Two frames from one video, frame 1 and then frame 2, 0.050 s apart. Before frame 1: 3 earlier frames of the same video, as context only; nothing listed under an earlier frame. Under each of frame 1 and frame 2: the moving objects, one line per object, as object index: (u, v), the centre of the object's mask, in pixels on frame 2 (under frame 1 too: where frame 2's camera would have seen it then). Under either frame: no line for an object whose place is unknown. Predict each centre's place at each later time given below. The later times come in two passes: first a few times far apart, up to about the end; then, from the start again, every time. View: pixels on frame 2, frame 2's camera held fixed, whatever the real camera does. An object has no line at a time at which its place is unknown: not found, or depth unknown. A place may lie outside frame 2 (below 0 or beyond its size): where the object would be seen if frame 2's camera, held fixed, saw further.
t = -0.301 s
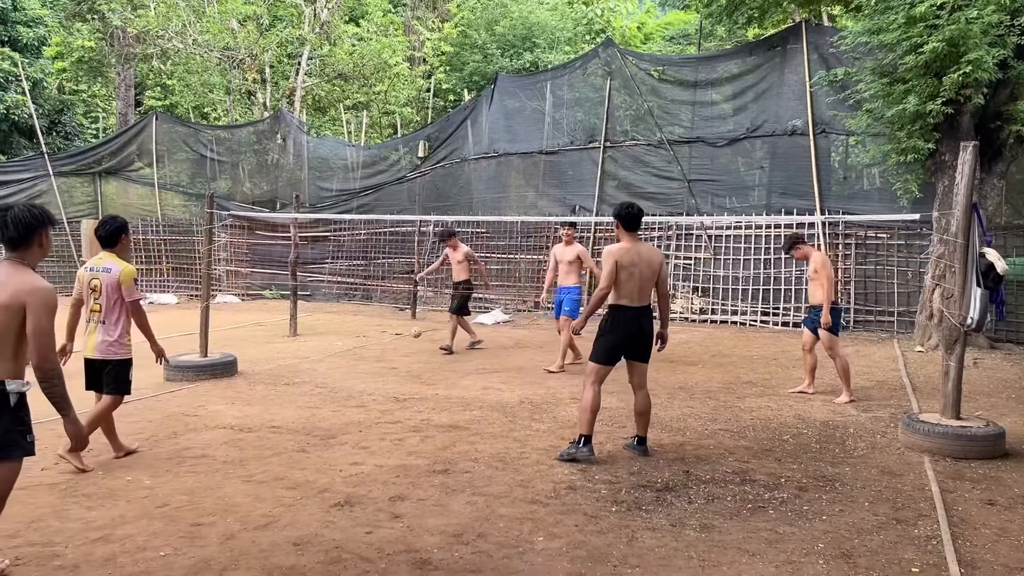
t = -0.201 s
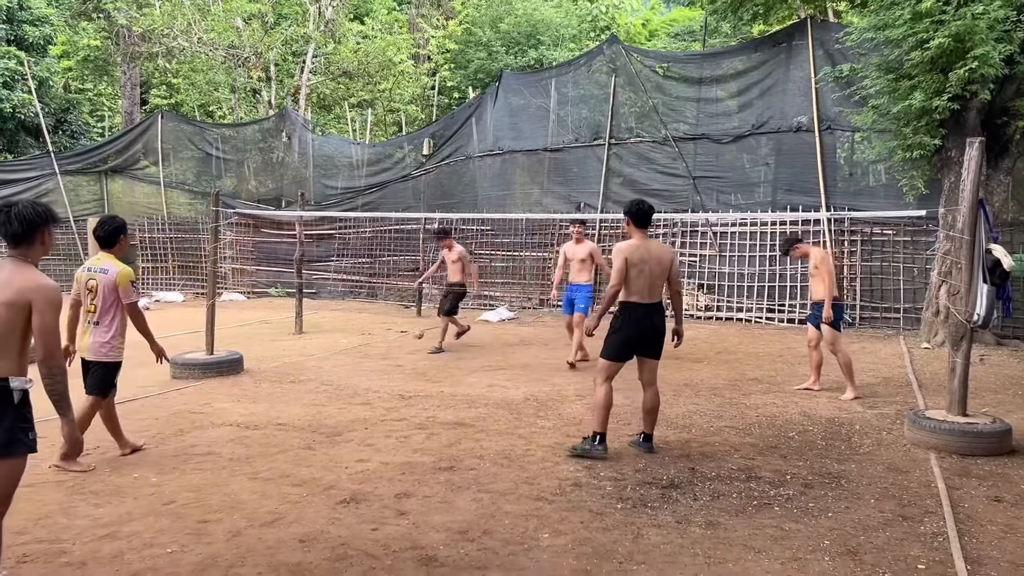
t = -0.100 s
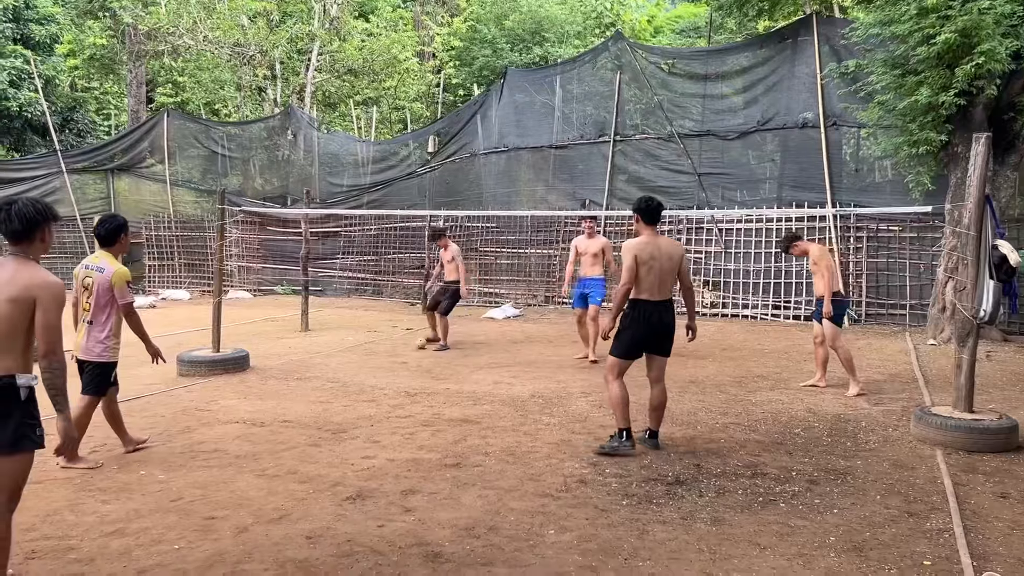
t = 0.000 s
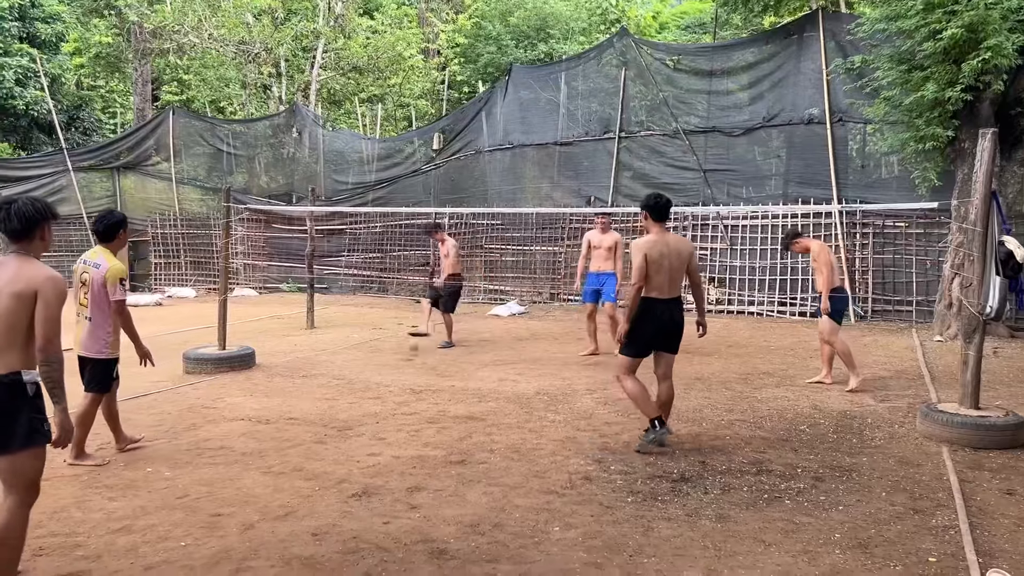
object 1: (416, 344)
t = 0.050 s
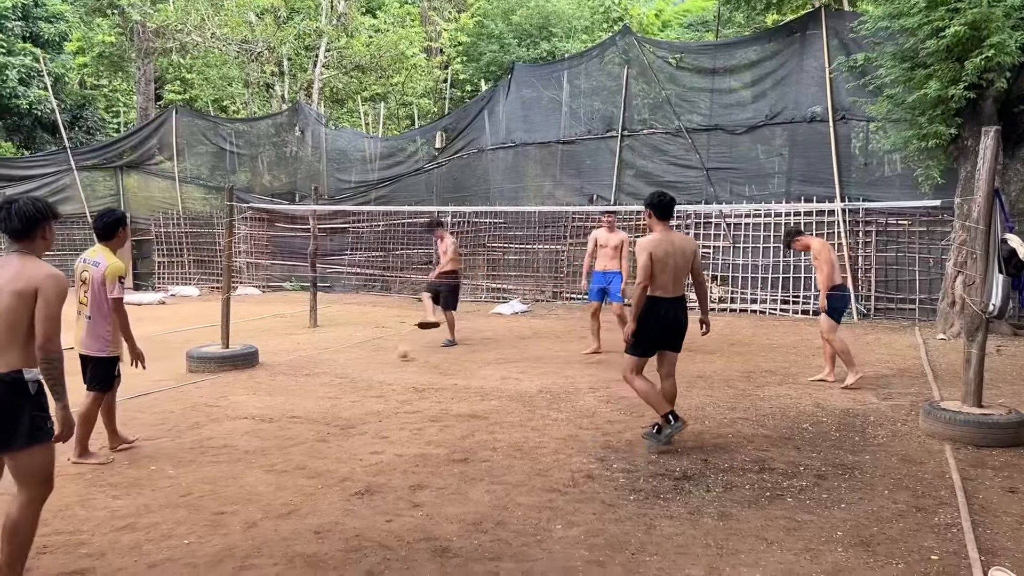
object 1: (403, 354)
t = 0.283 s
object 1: (345, 388)
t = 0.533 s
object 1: (270, 428)
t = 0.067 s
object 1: (399, 357)
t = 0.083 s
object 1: (396, 361)
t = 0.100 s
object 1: (392, 364)
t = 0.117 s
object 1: (388, 366)
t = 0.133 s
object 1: (384, 368)
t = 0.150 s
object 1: (379, 369)
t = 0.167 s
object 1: (375, 371)
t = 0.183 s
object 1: (371, 372)
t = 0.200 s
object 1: (367, 373)
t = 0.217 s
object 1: (363, 376)
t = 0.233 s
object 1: (358, 378)
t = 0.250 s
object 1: (354, 381)
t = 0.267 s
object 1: (350, 384)
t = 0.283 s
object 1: (345, 388)
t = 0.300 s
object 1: (340, 390)
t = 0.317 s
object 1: (335, 394)
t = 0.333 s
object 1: (332, 396)
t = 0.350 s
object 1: (326, 397)
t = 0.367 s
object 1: (321, 399)
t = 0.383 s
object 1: (317, 401)
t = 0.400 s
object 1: (312, 405)
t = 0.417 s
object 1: (306, 409)
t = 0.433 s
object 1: (302, 414)
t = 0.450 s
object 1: (296, 419)
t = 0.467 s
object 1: (290, 422)
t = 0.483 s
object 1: (286, 422)
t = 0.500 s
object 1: (280, 423)
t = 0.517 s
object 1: (275, 425)
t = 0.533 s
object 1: (270, 428)
